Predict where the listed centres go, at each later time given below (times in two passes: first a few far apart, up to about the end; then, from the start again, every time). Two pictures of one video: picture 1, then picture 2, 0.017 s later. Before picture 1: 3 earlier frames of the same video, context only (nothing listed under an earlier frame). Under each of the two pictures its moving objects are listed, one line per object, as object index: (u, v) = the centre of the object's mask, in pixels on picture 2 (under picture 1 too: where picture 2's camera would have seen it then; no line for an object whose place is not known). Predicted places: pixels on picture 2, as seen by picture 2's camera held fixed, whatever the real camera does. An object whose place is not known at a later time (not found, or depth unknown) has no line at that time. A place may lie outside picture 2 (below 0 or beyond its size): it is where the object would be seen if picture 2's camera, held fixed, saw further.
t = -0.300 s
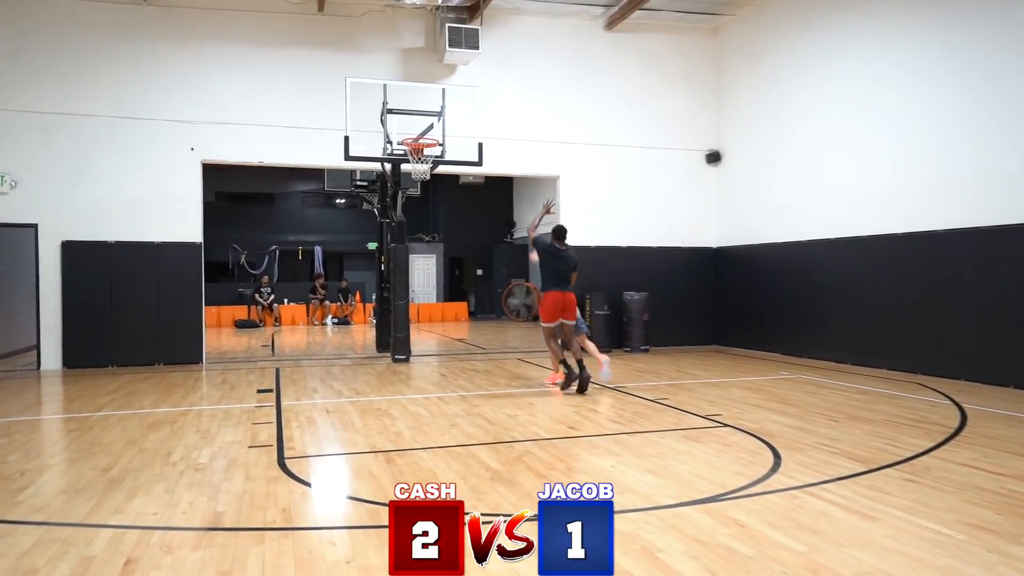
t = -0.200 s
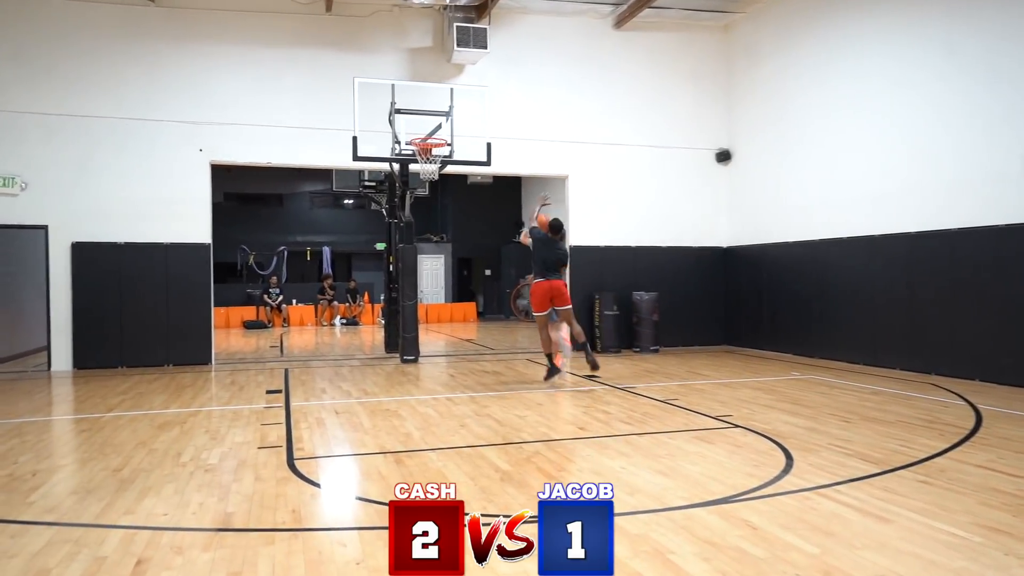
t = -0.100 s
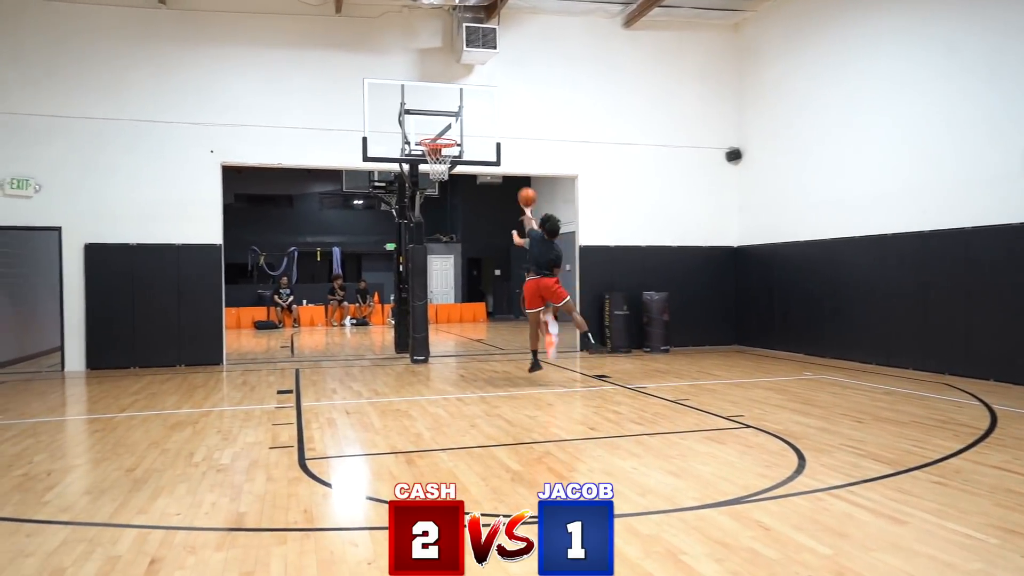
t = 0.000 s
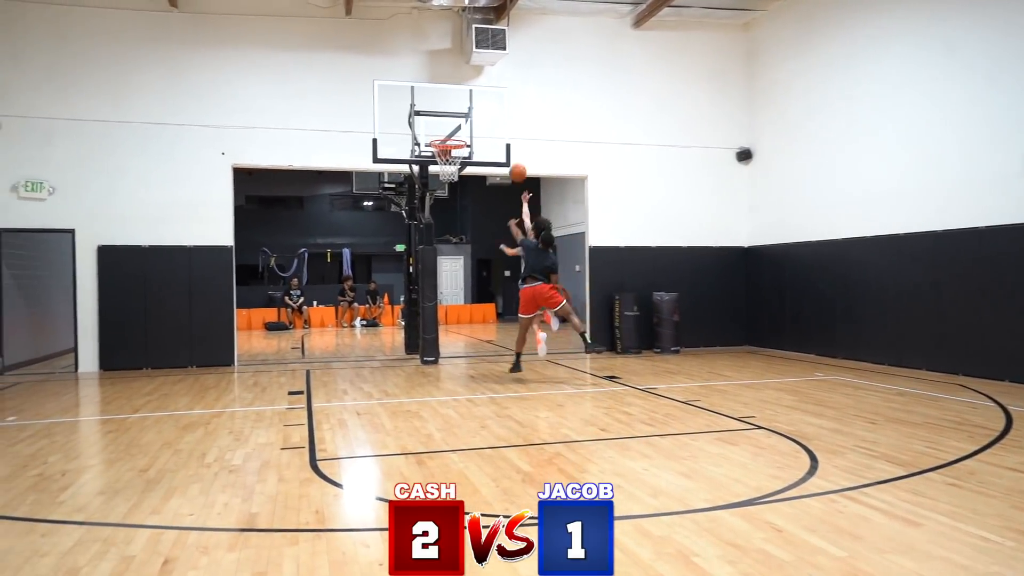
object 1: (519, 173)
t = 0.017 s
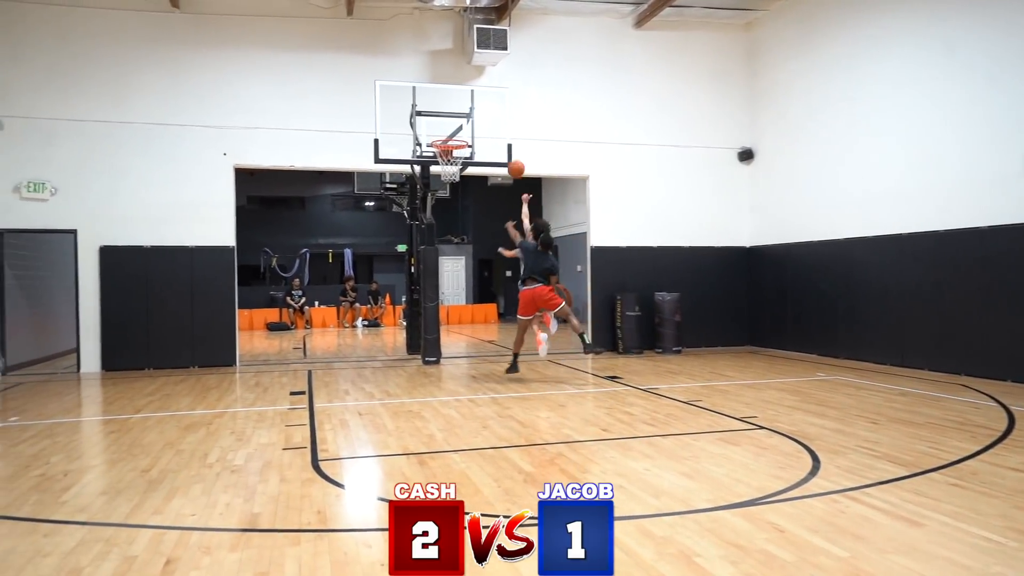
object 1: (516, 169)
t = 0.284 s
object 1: (481, 136)
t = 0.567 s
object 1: (469, 134)
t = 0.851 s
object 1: (456, 152)
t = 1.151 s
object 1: (451, 207)
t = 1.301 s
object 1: (449, 256)
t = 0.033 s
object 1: (513, 165)
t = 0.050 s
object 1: (511, 162)
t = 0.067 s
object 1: (508, 159)
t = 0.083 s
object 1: (506, 157)
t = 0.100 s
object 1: (503, 154)
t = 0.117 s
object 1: (500, 152)
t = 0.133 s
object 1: (497, 150)
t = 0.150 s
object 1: (494, 148)
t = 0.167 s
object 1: (492, 146)
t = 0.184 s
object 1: (489, 145)
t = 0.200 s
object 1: (486, 144)
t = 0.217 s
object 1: (485, 142)
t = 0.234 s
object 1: (484, 141)
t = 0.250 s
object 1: (483, 139)
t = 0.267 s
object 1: (482, 138)
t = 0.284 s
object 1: (481, 136)
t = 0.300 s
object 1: (480, 135)
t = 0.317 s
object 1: (479, 135)
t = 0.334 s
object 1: (479, 134)
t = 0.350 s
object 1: (478, 134)
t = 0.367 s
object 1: (477, 134)
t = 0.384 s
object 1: (476, 134)
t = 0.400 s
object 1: (475, 134)
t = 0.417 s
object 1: (474, 134)
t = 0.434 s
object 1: (474, 134)
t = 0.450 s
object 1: (473, 134)
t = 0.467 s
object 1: (472, 134)
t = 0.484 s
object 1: (472, 134)
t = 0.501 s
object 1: (471, 133)
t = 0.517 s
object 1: (471, 133)
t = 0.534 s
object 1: (470, 133)
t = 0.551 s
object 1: (469, 133)
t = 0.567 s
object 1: (469, 134)
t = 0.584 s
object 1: (469, 134)
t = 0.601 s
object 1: (468, 135)
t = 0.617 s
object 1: (467, 135)
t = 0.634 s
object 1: (466, 135)
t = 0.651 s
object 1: (465, 135)
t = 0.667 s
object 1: (464, 135)
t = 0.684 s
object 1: (463, 137)
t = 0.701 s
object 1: (463, 138)
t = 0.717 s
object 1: (462, 139)
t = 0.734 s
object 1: (462, 140)
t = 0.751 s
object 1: (461, 141)
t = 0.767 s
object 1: (460, 141)
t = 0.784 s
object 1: (457, 147)
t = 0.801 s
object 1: (456, 148)
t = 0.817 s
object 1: (456, 149)
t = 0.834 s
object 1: (456, 152)
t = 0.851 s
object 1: (456, 152)
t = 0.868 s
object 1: (456, 154)
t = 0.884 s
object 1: (455, 157)
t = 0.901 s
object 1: (454, 158)
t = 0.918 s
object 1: (455, 161)
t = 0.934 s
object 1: (453, 164)
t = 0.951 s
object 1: (452, 166)
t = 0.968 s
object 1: (453, 169)
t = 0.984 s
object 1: (452, 175)
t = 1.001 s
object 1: (452, 178)
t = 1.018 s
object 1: (451, 180)
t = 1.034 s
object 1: (452, 182)
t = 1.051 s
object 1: (451, 184)
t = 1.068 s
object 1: (451, 187)
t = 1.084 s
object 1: (451, 191)
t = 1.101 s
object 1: (451, 195)
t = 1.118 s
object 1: (451, 198)
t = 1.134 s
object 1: (450, 203)
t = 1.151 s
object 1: (451, 207)
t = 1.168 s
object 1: (450, 212)
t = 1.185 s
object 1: (450, 217)
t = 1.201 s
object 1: (450, 222)
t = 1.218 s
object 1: (450, 226)
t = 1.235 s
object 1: (449, 232)
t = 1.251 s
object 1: (449, 237)
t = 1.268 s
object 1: (449, 243)
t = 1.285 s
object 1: (449, 249)
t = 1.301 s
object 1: (449, 256)
